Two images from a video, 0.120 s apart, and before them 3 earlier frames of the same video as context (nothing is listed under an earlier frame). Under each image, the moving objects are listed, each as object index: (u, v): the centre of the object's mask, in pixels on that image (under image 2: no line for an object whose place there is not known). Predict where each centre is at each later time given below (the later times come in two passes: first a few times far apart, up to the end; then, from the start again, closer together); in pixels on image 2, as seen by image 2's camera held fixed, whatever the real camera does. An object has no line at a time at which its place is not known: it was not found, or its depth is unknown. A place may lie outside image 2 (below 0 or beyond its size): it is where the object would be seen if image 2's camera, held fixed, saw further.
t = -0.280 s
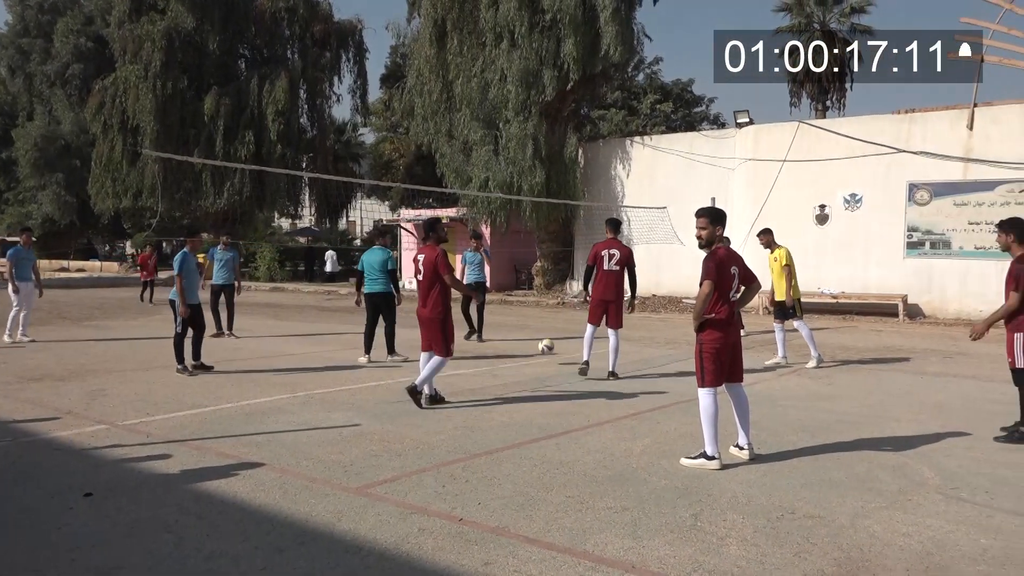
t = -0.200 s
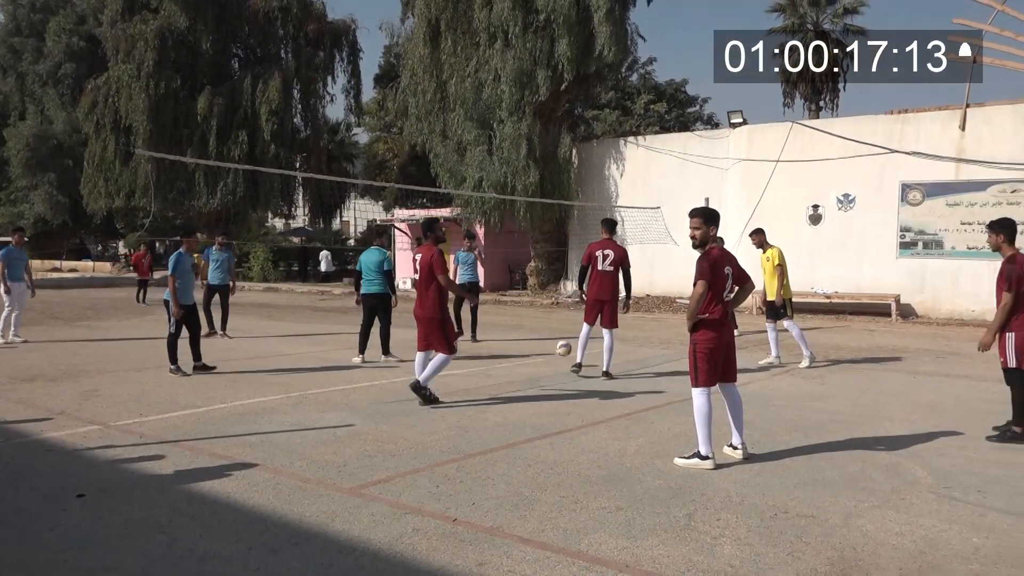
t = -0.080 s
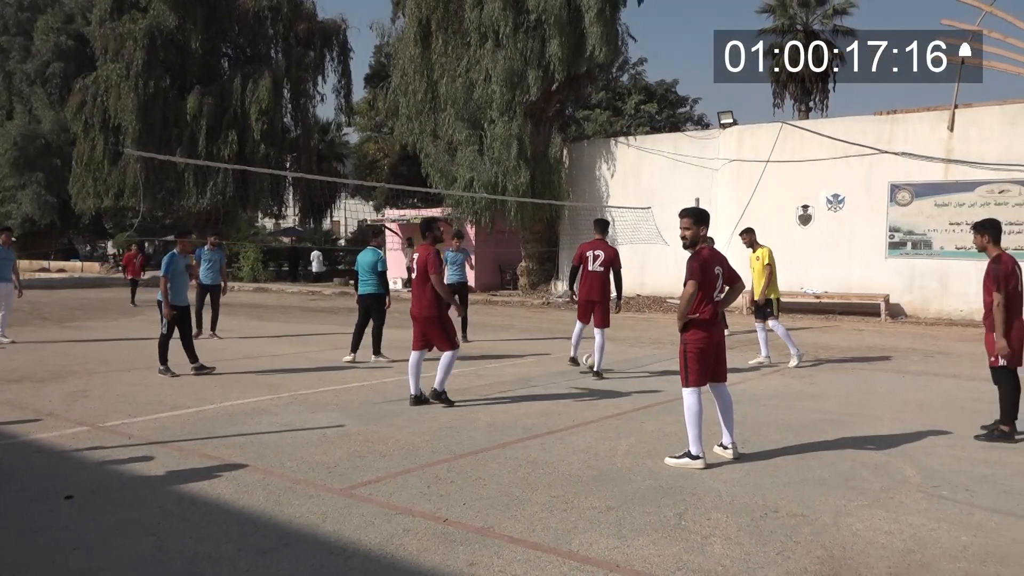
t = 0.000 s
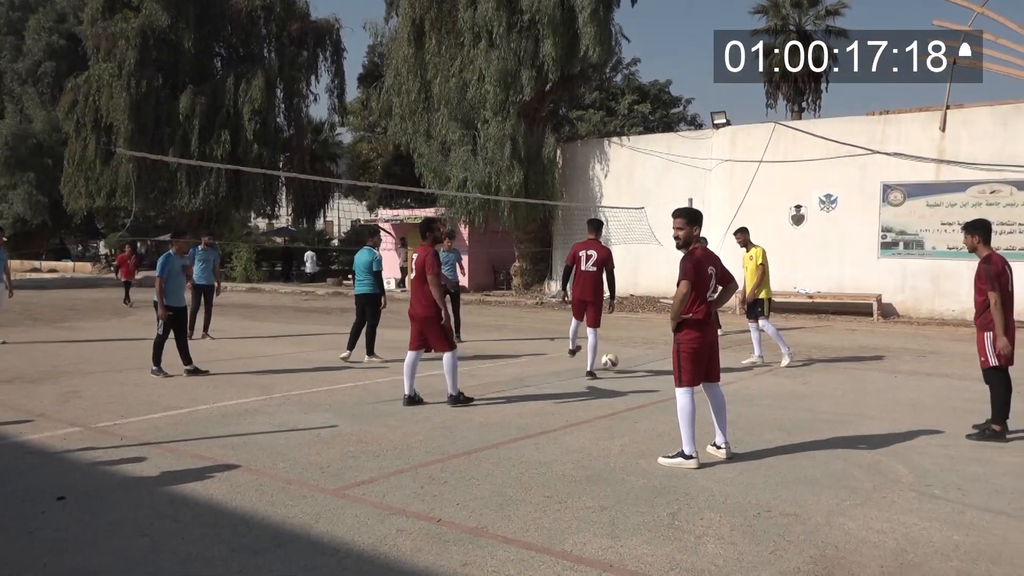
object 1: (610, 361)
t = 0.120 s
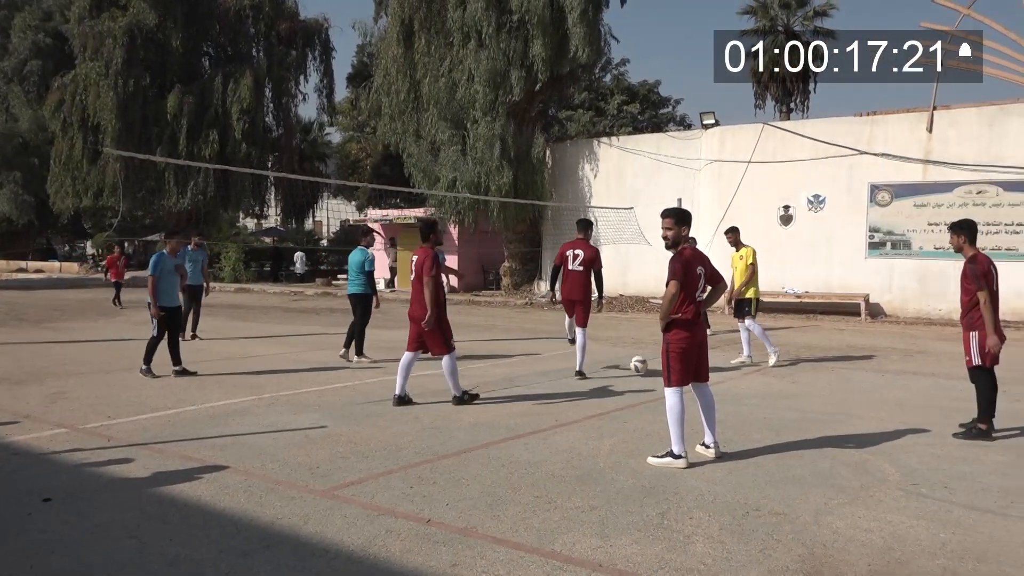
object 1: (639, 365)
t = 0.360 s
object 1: (724, 370)
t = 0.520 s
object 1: (783, 373)
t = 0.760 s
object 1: (879, 383)
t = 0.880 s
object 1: (931, 391)
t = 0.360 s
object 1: (724, 370)
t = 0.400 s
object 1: (738, 374)
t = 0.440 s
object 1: (753, 376)
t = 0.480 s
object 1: (768, 374)
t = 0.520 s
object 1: (783, 373)
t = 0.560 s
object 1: (798, 373)
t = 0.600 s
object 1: (814, 376)
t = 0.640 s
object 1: (829, 380)
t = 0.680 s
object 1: (845, 385)
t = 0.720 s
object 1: (862, 383)
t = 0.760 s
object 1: (879, 383)
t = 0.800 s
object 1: (896, 385)
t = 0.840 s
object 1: (913, 388)
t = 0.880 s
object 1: (931, 391)
